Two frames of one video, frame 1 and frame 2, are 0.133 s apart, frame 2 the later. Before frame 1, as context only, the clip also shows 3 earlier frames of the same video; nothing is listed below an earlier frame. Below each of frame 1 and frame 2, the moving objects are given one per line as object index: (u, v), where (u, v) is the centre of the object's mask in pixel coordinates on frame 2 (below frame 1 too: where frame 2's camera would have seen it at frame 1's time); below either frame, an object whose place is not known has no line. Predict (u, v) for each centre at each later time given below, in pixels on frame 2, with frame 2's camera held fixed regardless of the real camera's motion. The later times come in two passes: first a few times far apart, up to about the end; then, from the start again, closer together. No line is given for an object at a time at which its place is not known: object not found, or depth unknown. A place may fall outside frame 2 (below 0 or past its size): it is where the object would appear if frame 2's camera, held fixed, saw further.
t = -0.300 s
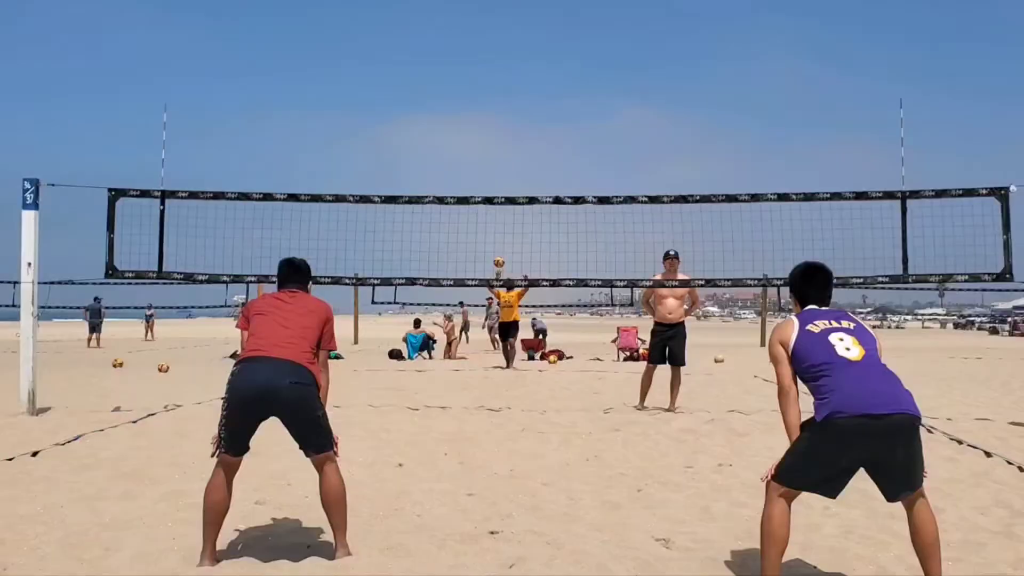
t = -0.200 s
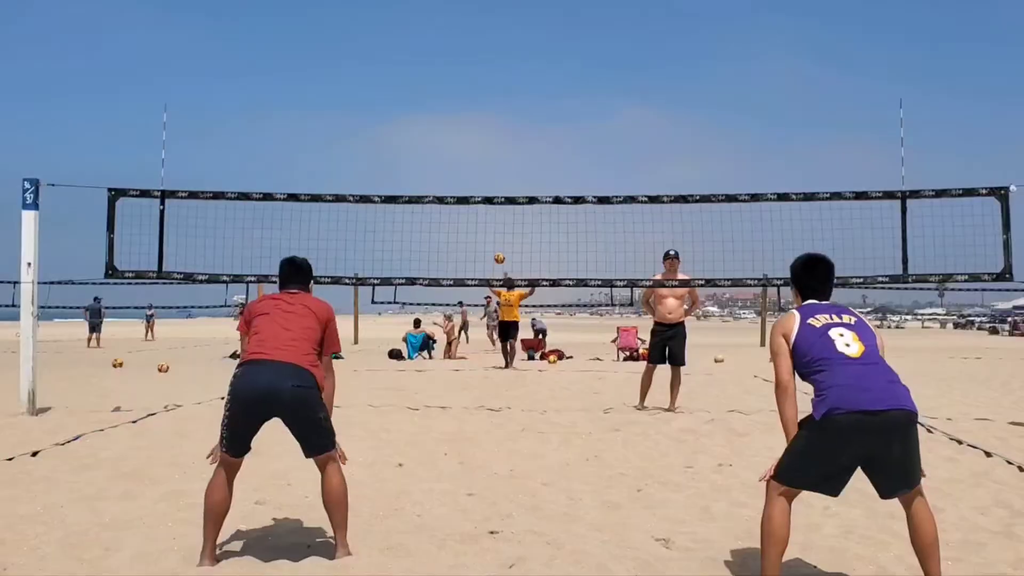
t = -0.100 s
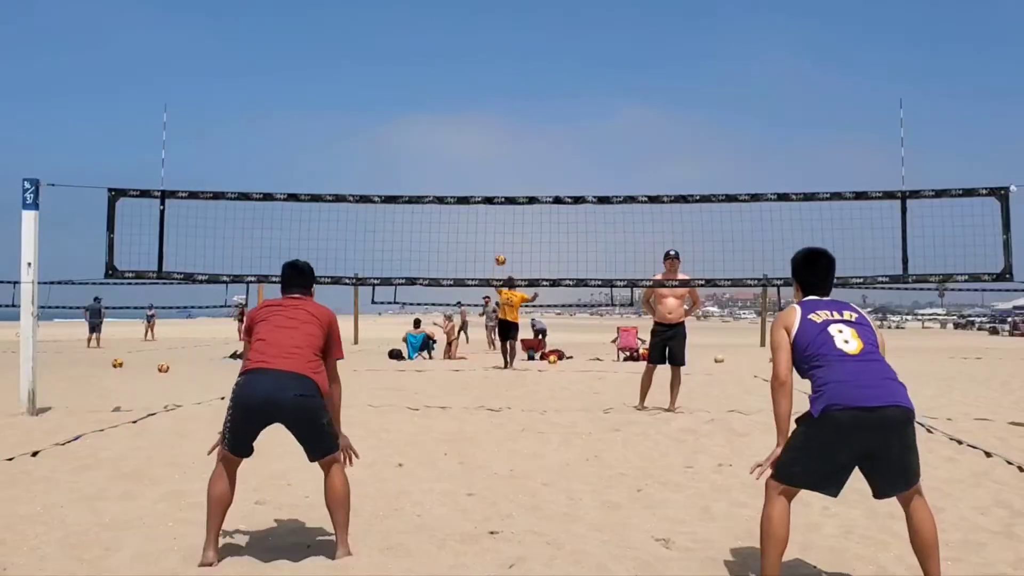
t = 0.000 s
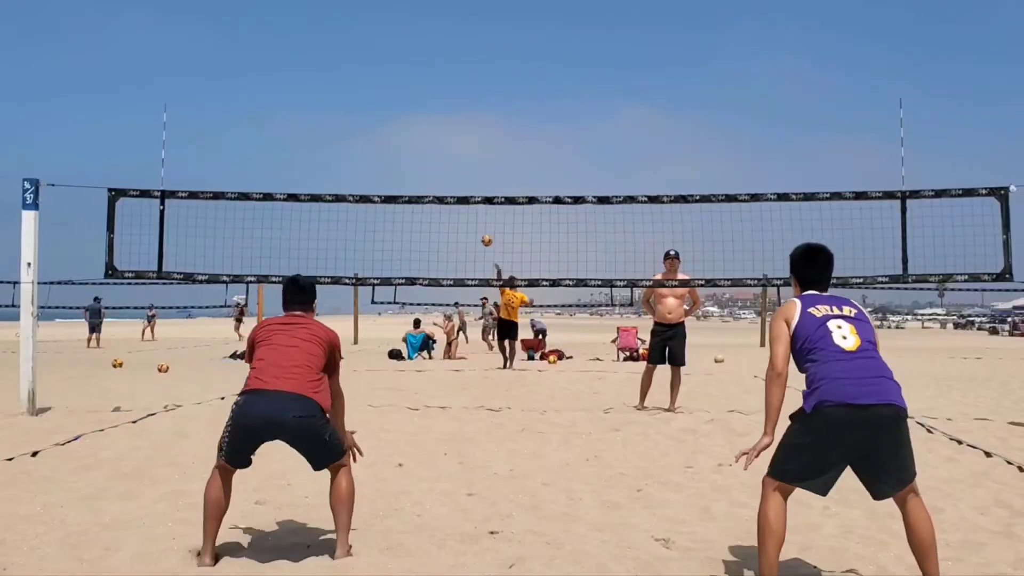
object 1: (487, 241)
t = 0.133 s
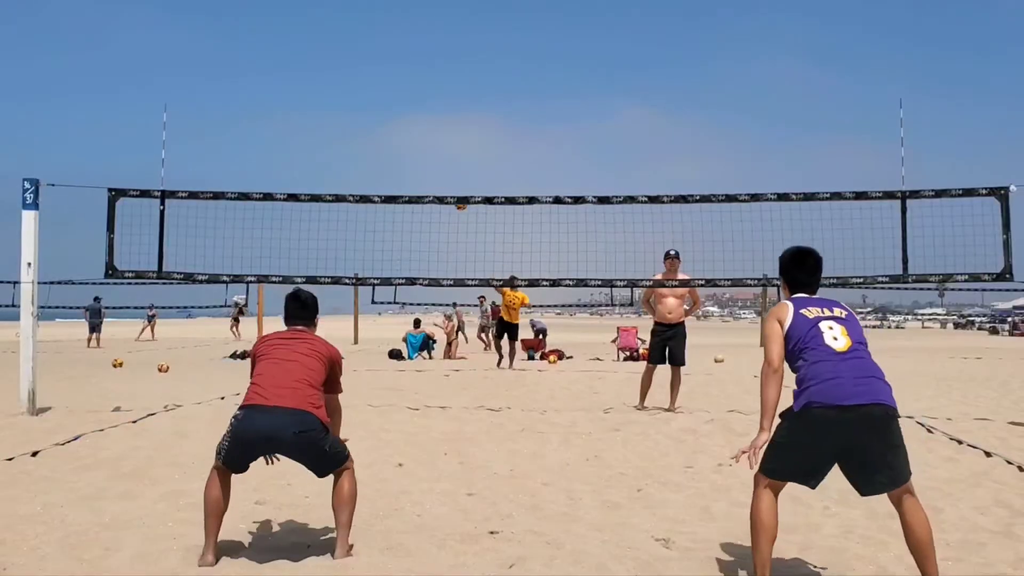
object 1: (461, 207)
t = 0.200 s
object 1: (447, 187)
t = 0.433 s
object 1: (392, 140)
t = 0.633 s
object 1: (330, 123)
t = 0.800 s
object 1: (263, 140)
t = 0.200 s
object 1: (447, 187)
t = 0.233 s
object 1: (440, 180)
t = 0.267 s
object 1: (433, 172)
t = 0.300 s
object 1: (425, 165)
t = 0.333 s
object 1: (417, 158)
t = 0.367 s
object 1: (409, 152)
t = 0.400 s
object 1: (400, 146)
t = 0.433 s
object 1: (392, 140)
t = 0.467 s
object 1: (383, 135)
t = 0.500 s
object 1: (374, 131)
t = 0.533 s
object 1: (364, 128)
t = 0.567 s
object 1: (353, 125)
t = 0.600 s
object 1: (342, 123)
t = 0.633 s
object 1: (330, 123)
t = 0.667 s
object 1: (318, 124)
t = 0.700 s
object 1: (305, 126)
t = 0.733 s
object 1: (291, 129)
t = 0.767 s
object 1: (278, 134)
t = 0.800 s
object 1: (263, 140)
